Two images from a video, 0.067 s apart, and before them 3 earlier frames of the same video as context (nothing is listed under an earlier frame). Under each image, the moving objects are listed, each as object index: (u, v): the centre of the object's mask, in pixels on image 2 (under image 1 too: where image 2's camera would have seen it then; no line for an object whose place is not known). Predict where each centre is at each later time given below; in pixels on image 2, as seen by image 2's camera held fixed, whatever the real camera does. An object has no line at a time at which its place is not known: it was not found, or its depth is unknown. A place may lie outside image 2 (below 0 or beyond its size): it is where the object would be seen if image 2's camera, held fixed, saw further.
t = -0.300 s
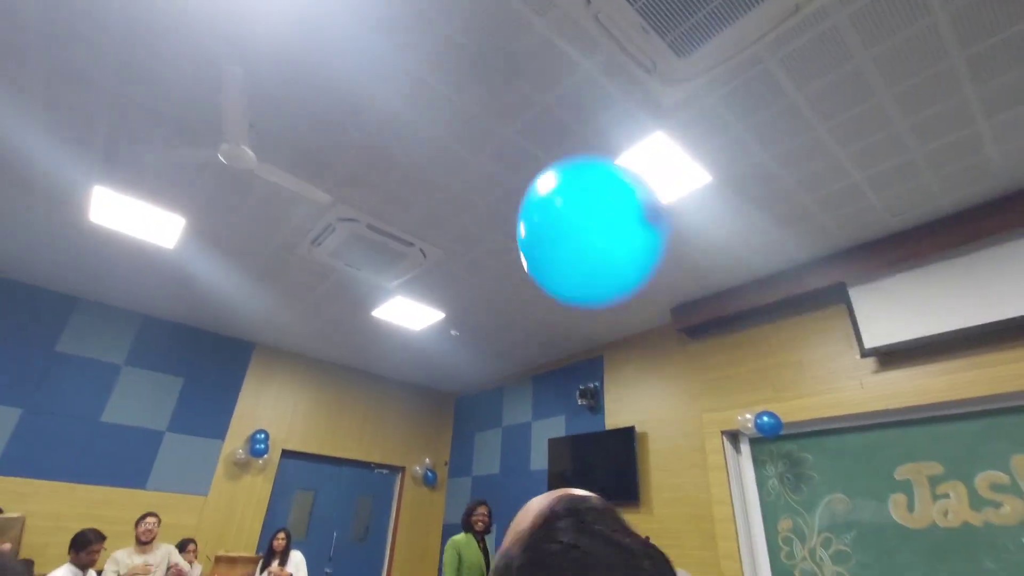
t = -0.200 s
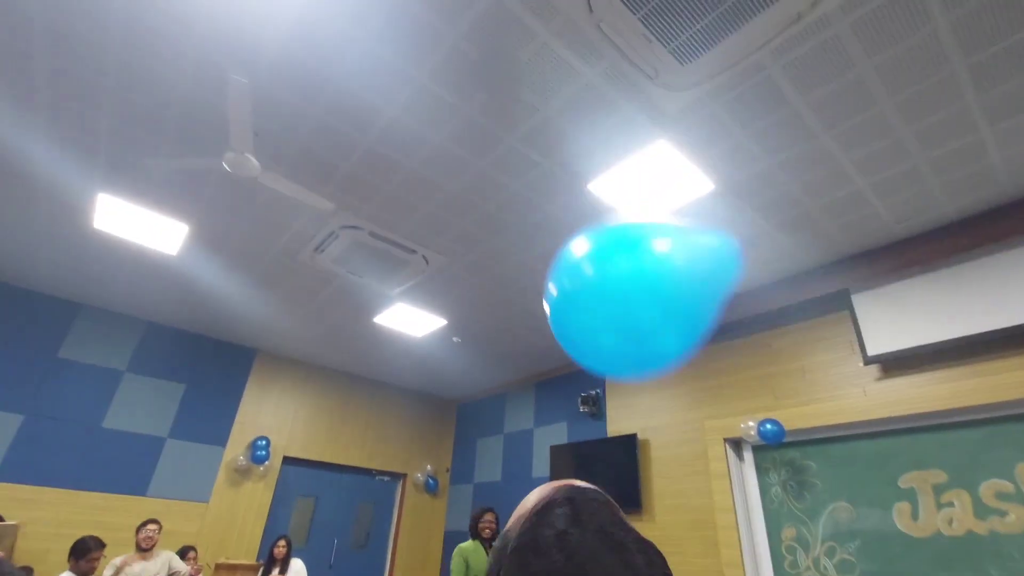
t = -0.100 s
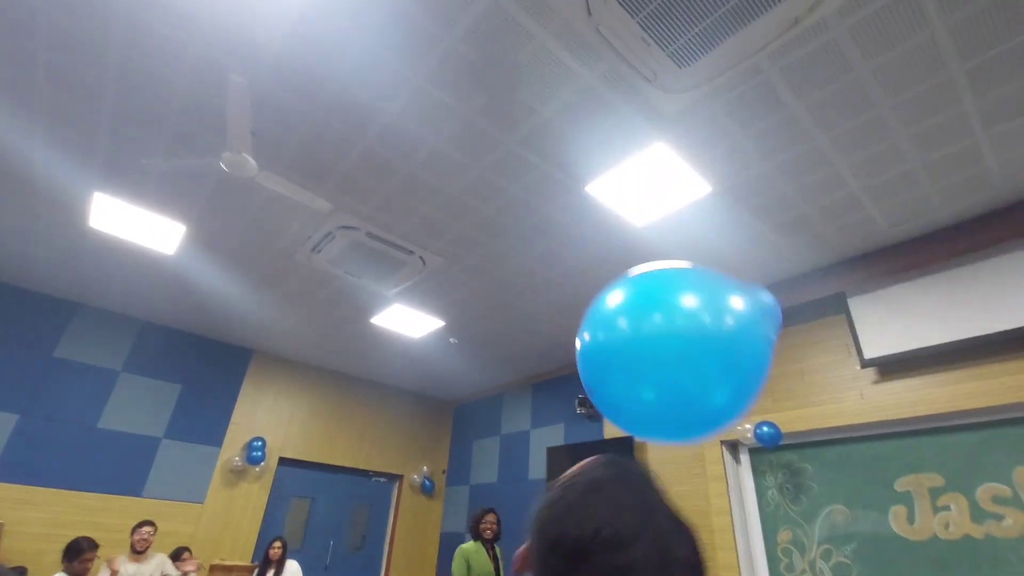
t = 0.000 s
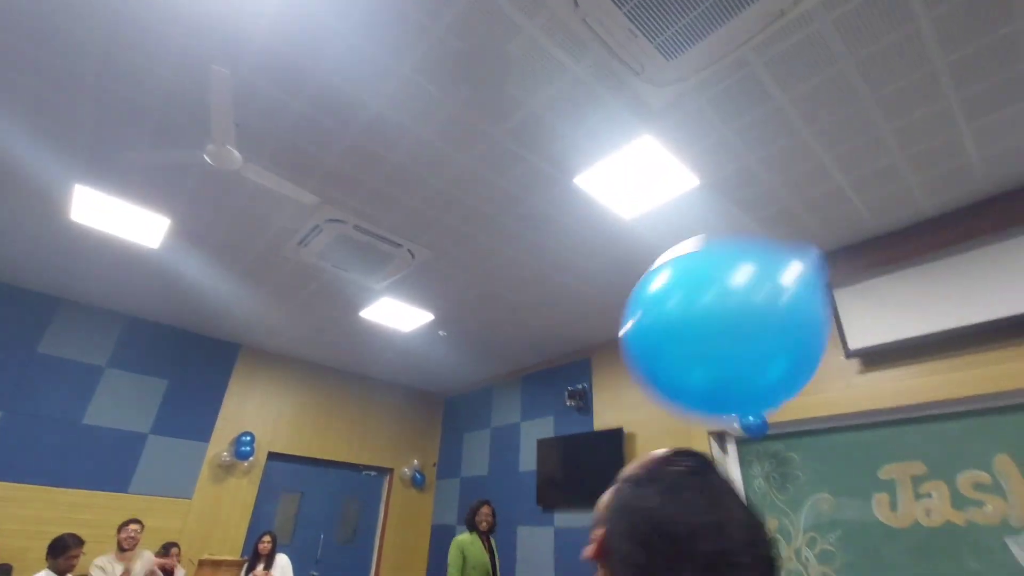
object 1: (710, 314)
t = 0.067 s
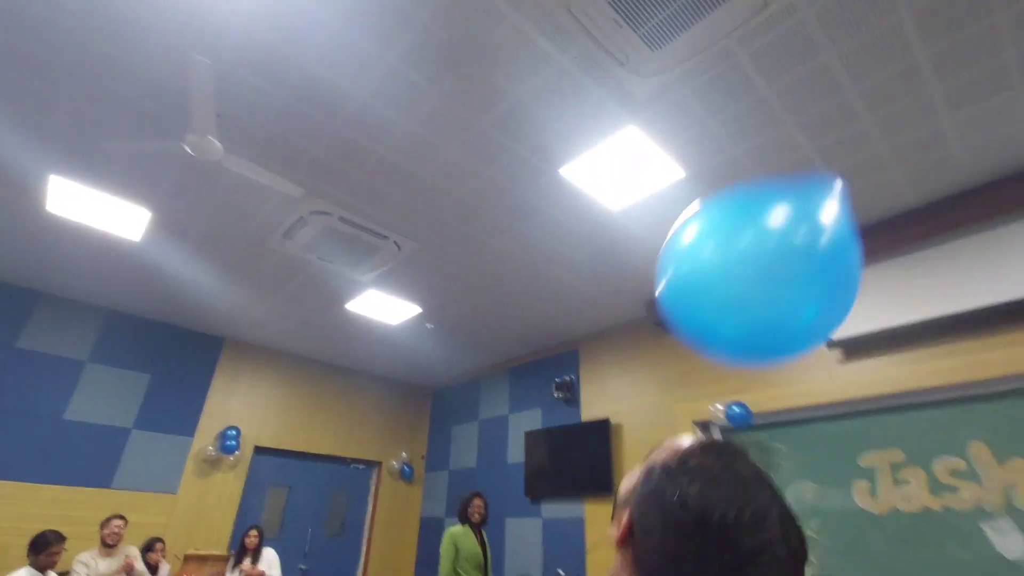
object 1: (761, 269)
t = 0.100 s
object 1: (785, 245)
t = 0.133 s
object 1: (808, 222)
